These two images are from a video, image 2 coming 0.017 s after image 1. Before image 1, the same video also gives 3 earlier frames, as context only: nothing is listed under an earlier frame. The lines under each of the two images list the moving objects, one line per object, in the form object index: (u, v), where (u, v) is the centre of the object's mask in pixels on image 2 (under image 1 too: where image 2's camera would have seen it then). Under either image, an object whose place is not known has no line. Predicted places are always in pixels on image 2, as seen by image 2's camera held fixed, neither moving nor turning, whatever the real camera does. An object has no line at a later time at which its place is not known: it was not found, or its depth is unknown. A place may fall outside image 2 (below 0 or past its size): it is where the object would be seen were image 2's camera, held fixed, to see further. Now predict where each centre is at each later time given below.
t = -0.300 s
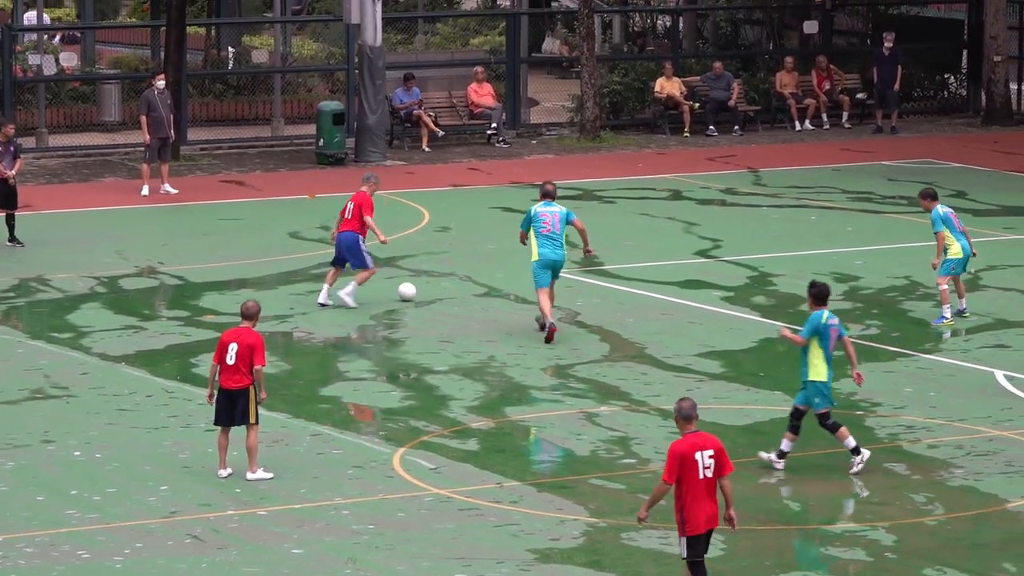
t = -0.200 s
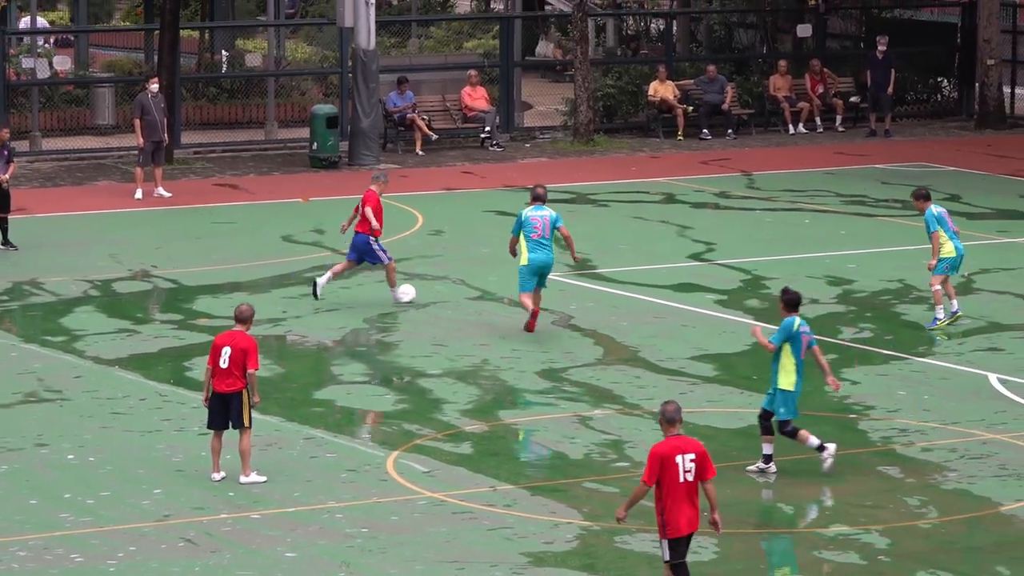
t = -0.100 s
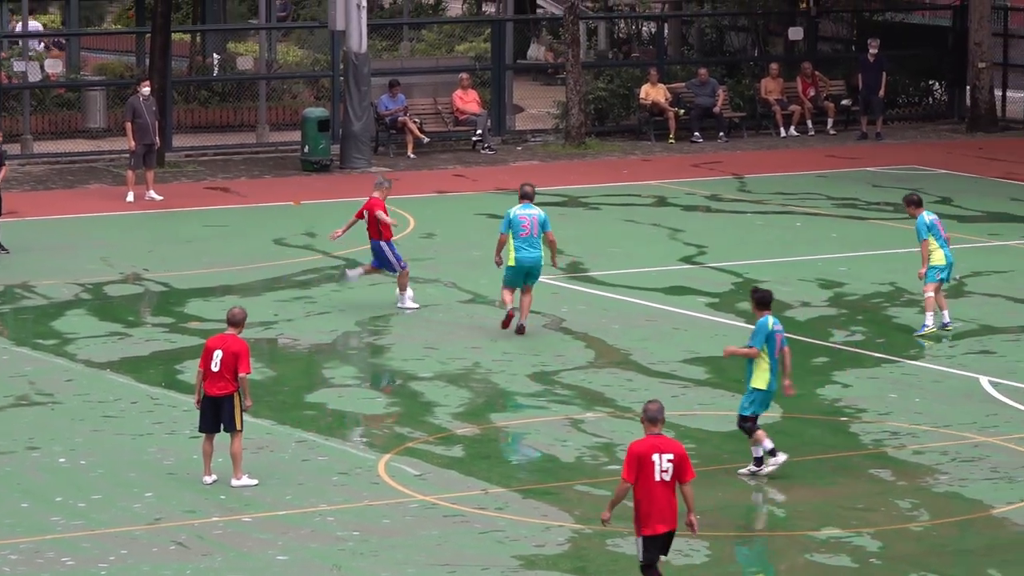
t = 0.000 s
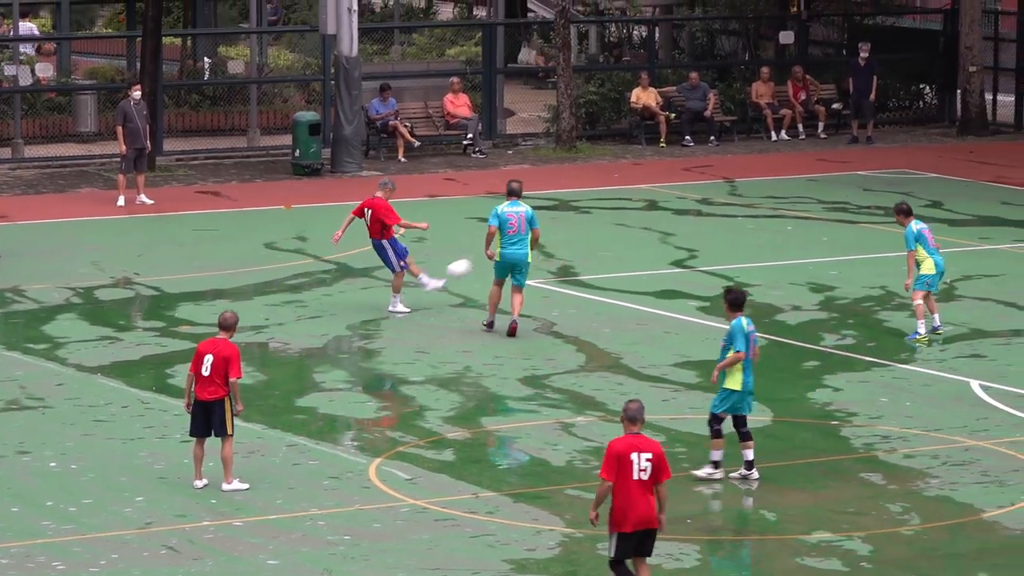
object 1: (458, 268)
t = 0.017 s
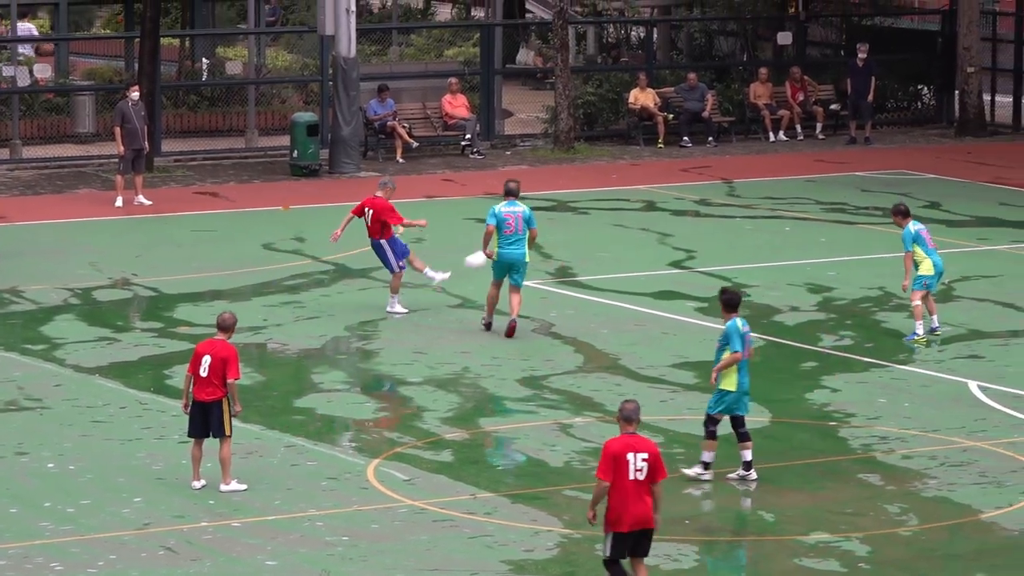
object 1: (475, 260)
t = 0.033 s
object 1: (492, 248)
